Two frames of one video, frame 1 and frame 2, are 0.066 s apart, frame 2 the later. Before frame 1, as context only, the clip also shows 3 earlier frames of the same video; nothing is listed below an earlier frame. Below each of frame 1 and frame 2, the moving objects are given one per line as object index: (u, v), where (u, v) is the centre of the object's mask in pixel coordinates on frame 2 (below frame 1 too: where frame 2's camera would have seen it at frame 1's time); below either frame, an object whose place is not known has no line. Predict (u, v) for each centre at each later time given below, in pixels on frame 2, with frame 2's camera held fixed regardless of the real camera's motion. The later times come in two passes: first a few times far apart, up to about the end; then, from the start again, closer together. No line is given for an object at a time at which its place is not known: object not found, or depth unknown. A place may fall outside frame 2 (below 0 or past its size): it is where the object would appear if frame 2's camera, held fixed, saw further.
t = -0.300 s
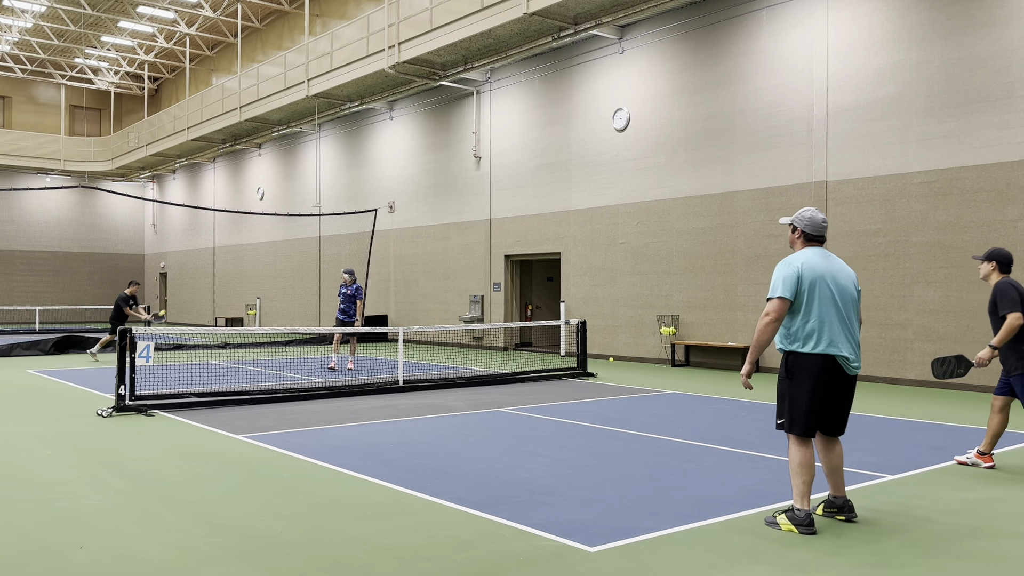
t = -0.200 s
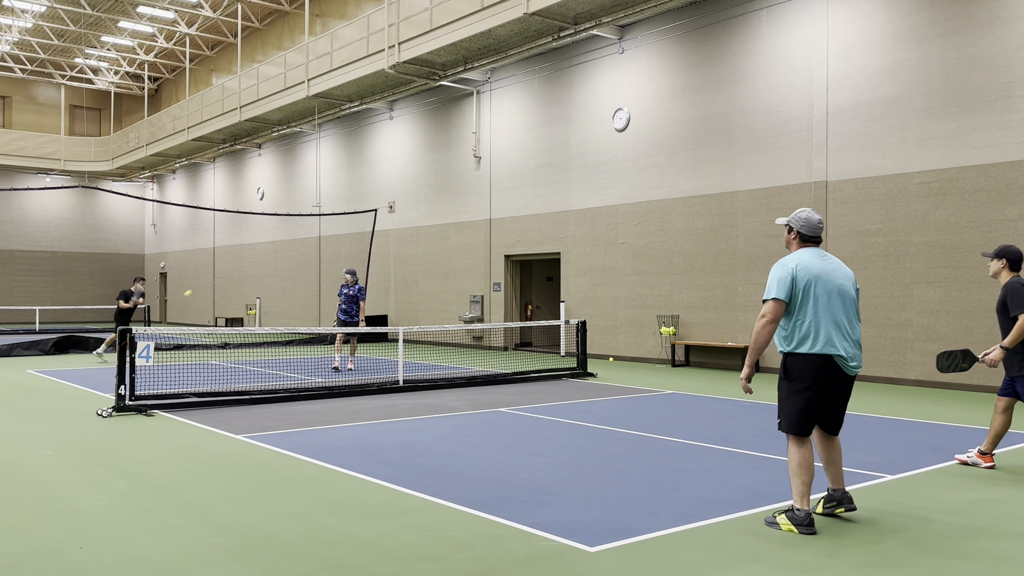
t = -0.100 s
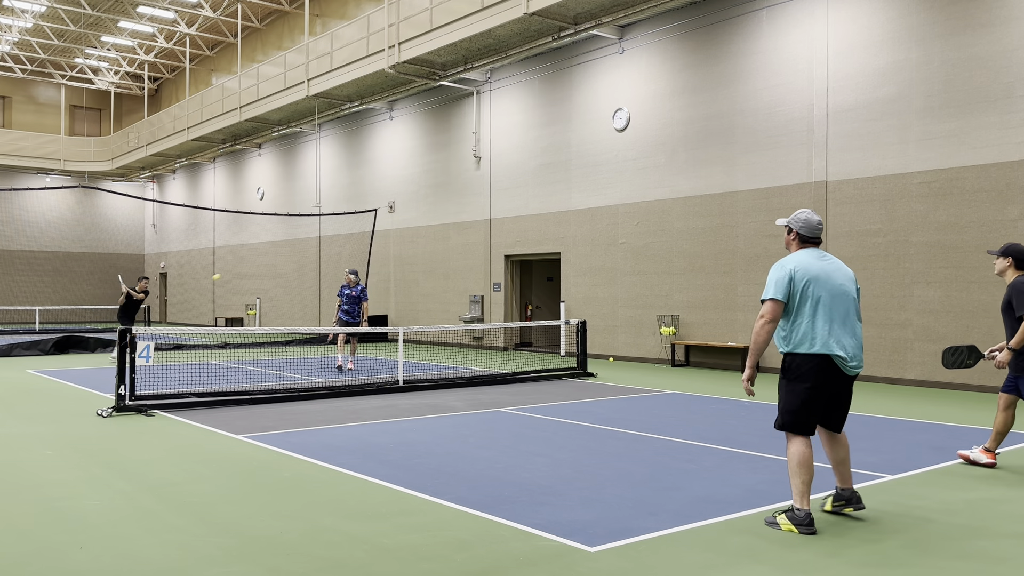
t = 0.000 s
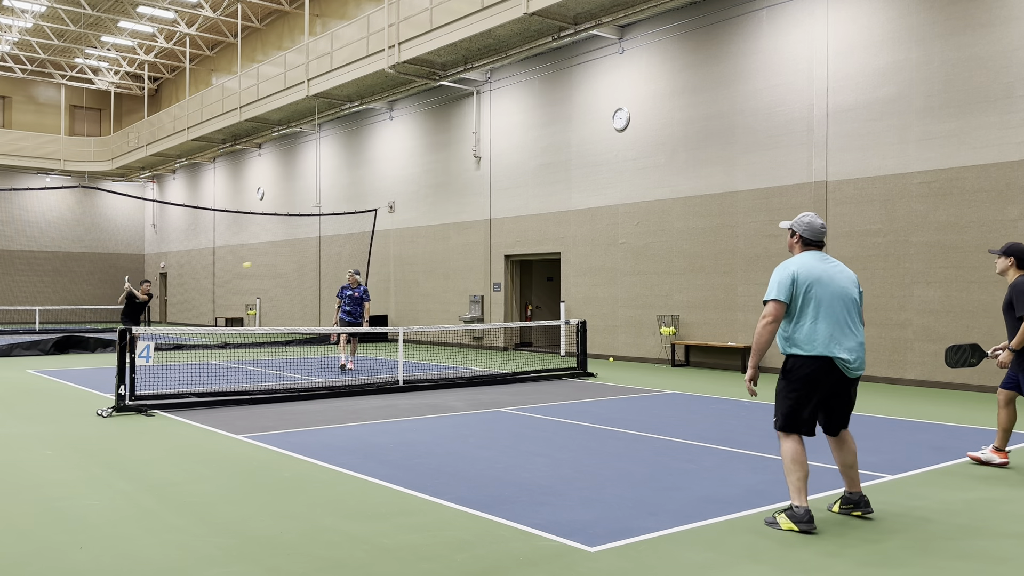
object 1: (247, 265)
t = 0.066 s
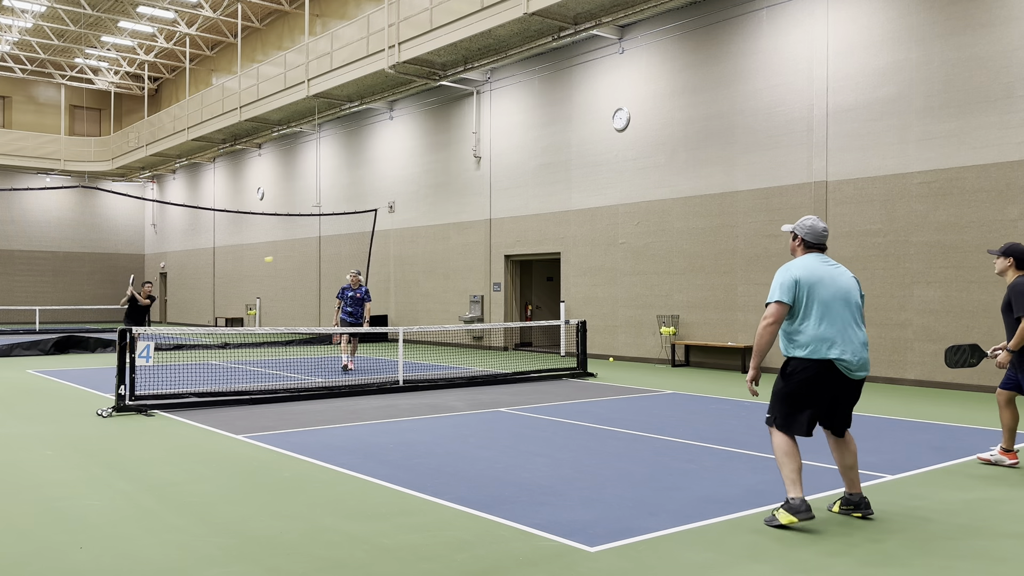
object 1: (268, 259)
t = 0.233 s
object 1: (329, 257)
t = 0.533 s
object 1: (463, 308)
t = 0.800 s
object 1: (630, 445)
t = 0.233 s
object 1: (329, 257)
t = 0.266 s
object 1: (342, 259)
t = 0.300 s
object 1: (355, 262)
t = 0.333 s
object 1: (369, 265)
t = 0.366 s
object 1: (383, 269)
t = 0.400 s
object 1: (399, 275)
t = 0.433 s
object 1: (414, 282)
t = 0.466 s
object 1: (430, 289)
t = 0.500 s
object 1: (446, 298)
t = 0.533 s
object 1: (463, 308)
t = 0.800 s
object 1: (630, 445)
